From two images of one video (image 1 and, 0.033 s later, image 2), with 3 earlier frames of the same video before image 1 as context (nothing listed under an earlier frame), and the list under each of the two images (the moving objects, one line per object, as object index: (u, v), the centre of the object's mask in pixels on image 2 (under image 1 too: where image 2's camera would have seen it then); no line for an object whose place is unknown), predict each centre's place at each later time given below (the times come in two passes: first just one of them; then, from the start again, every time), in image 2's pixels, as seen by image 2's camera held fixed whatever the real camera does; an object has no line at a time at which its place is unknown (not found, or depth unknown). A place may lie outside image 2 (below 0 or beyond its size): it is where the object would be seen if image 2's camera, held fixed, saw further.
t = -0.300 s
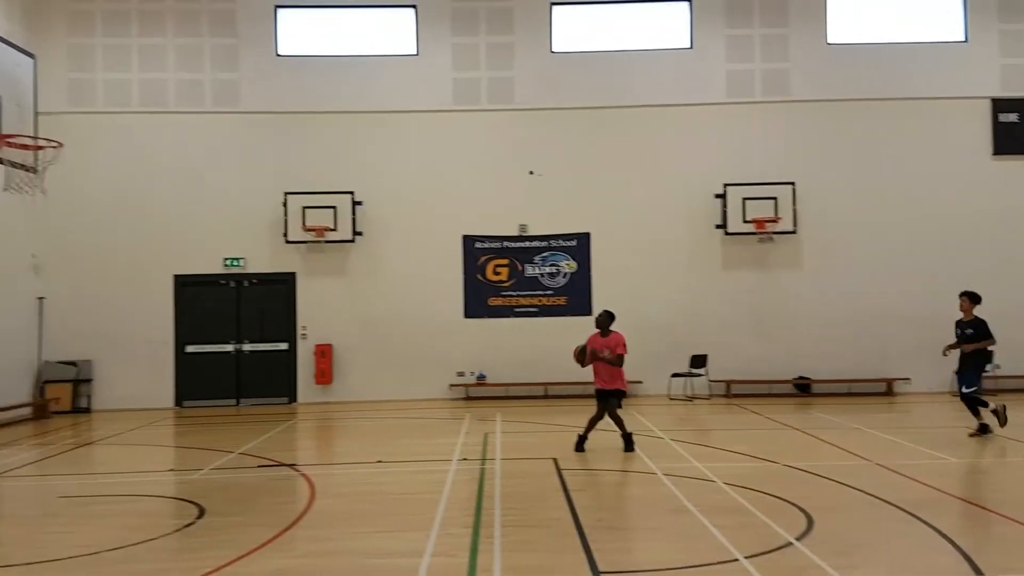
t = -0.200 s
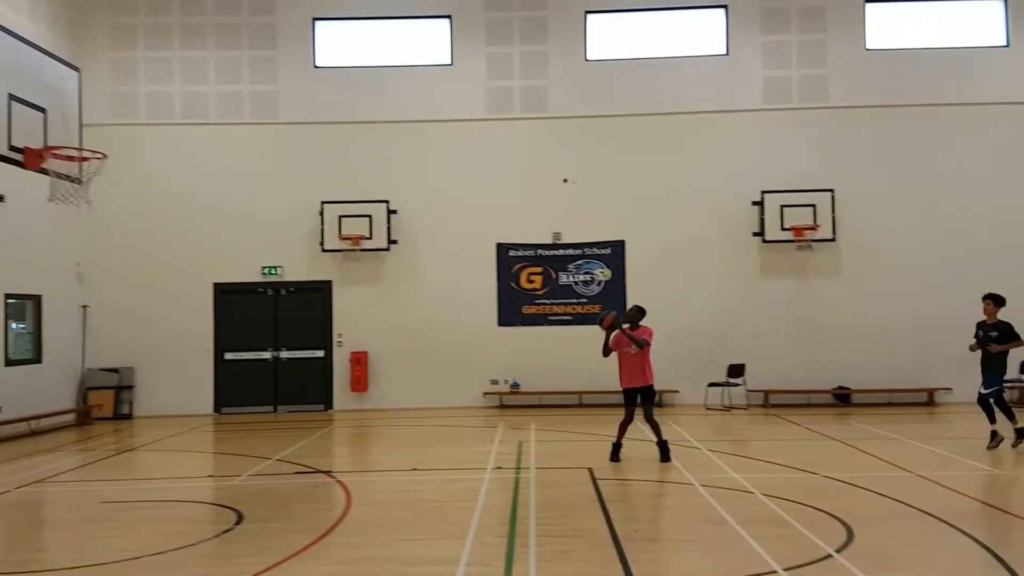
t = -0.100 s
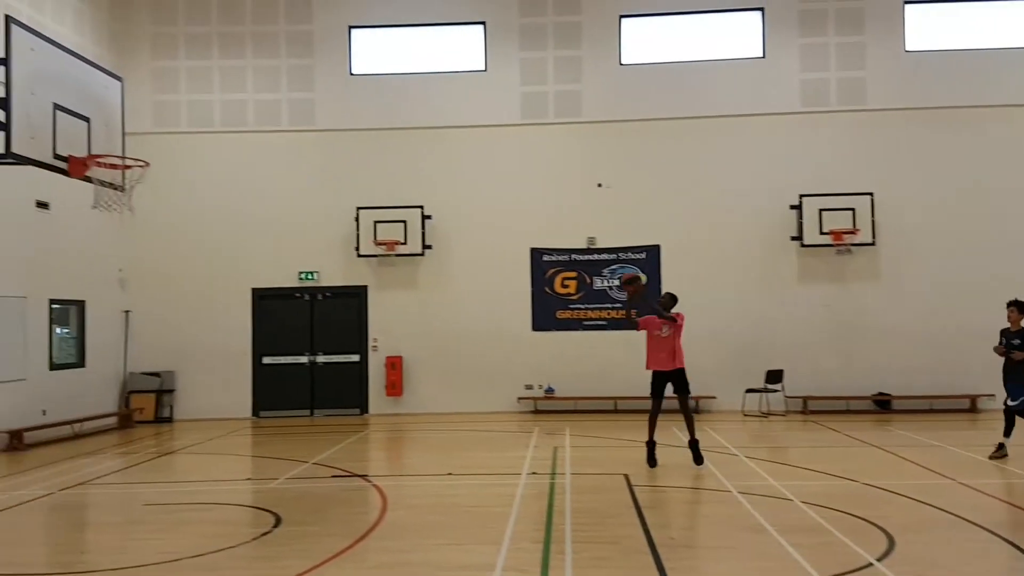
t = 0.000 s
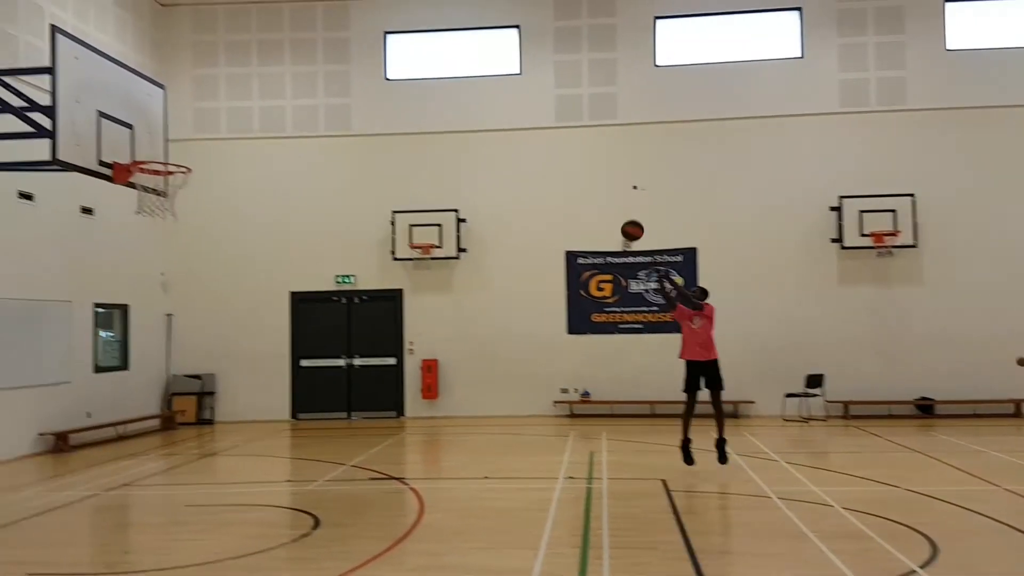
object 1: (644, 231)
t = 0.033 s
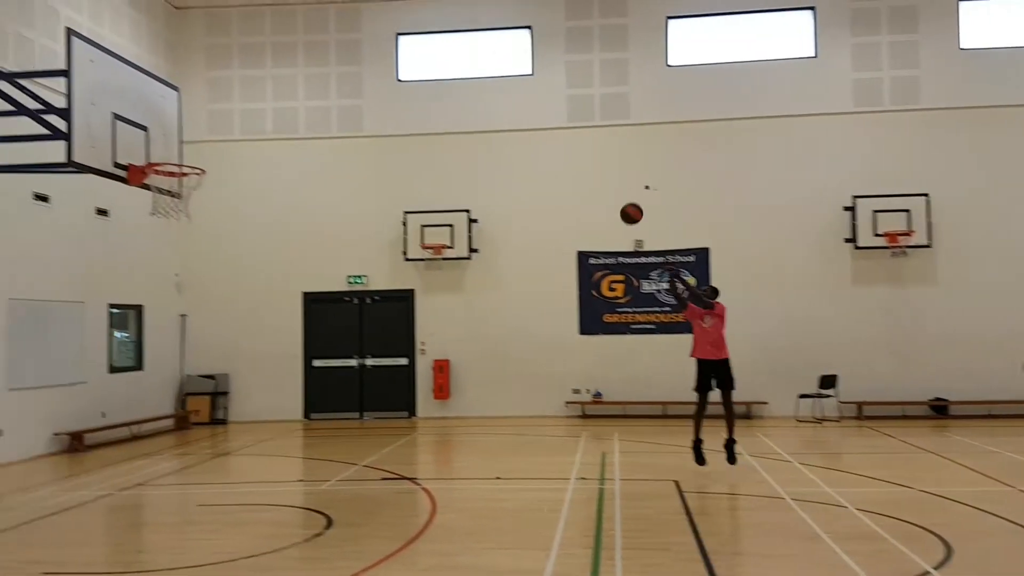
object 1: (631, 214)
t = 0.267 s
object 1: (539, 120)
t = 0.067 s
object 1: (619, 197)
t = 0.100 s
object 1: (606, 182)
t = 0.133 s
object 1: (593, 167)
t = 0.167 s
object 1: (580, 154)
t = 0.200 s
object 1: (566, 142)
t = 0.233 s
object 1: (553, 130)
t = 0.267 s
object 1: (539, 120)
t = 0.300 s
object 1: (526, 110)
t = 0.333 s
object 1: (513, 102)
